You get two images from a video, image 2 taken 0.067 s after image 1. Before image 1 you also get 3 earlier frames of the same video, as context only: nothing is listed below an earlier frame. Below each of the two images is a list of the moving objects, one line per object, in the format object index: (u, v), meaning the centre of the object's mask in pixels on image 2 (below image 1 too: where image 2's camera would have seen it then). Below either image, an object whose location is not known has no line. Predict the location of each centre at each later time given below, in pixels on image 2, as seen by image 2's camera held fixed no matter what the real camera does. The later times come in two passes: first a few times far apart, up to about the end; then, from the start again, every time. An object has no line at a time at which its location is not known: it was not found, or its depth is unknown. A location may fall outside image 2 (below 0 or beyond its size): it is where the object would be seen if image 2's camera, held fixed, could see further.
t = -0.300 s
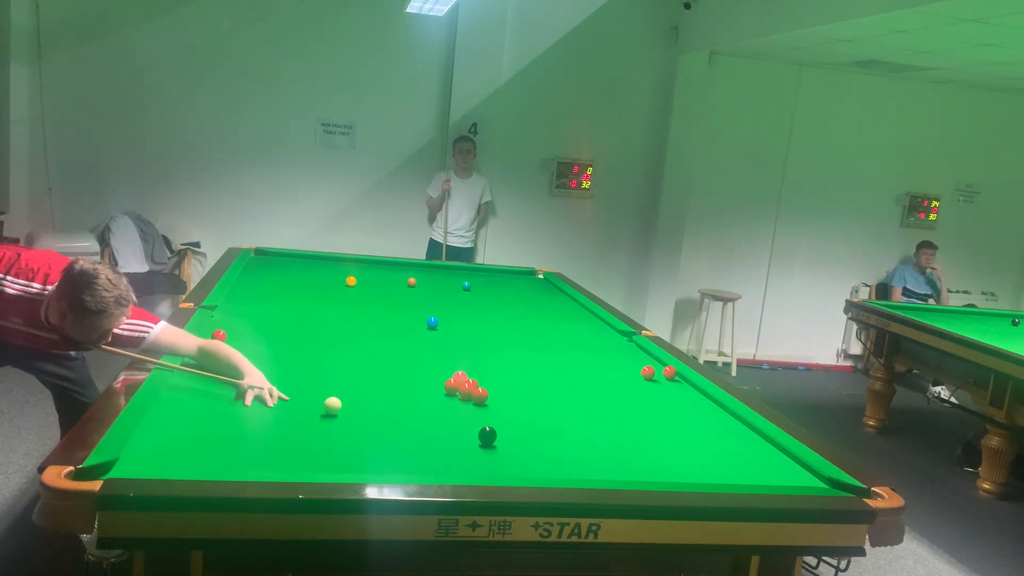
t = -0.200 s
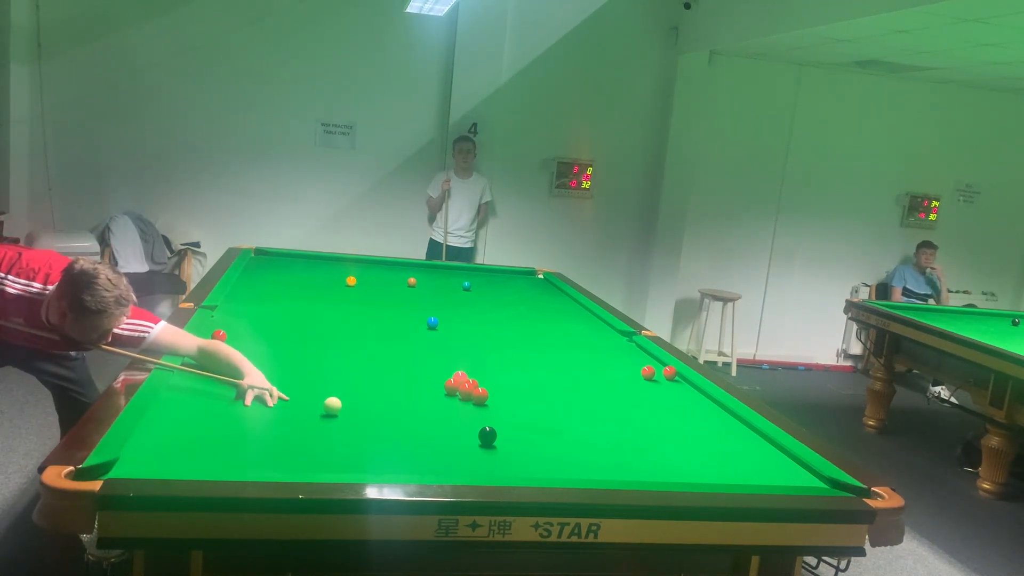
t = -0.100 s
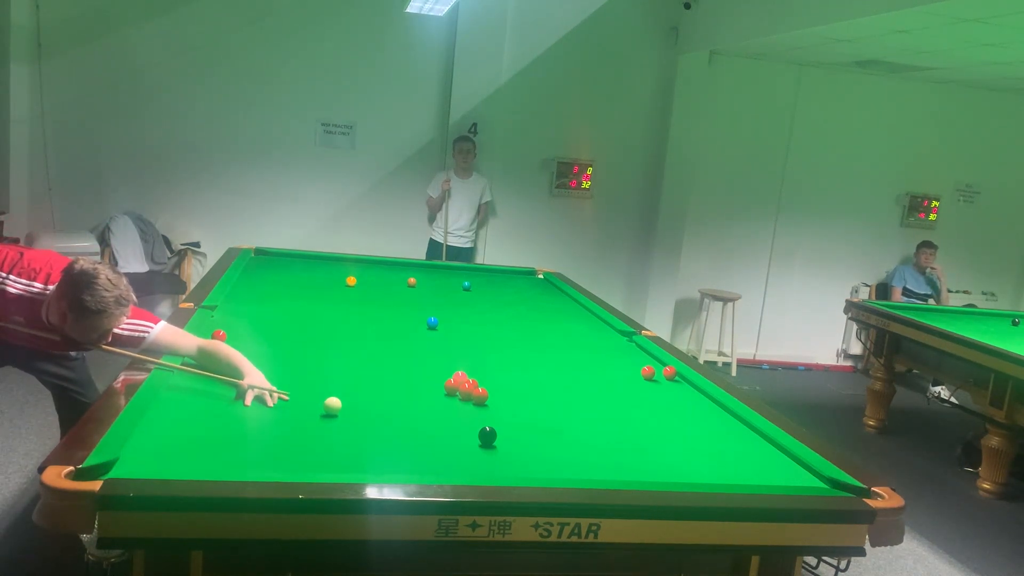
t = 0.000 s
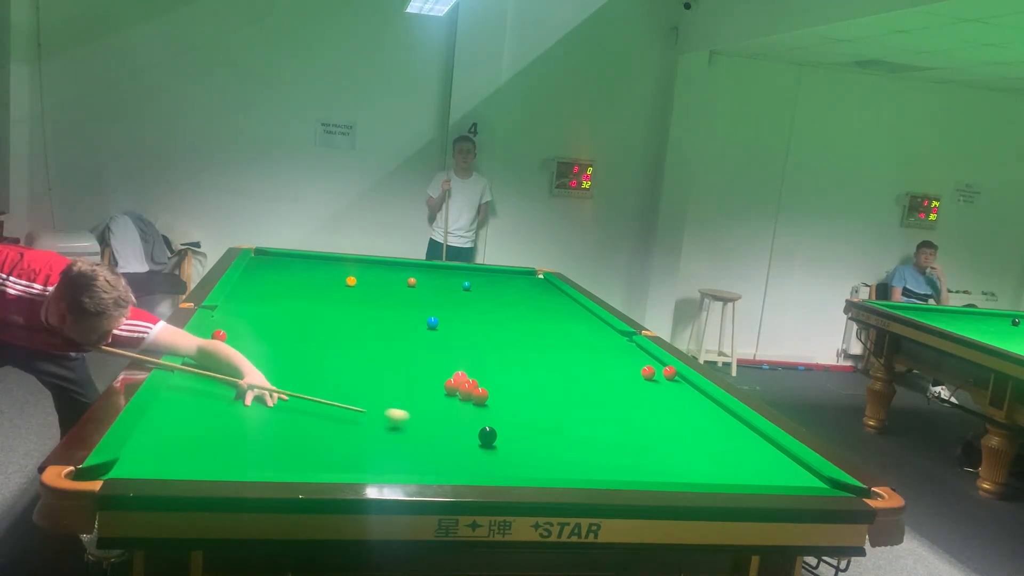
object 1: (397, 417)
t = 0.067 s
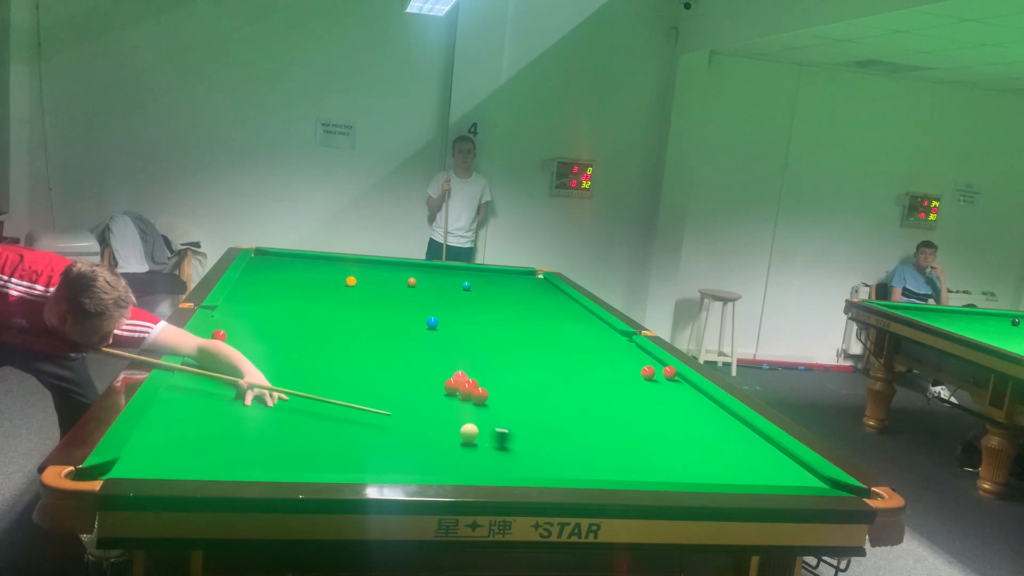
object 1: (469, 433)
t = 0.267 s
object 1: (483, 451)
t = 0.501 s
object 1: (529, 472)
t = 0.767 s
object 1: (543, 462)
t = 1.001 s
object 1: (553, 451)
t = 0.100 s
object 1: (469, 436)
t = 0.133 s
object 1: (471, 439)
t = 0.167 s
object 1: (472, 442)
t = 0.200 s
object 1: (475, 445)
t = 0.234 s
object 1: (479, 448)
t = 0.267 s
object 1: (483, 451)
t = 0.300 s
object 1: (488, 454)
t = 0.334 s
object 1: (494, 458)
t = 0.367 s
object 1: (501, 461)
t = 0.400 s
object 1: (508, 465)
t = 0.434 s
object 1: (515, 467)
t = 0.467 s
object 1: (523, 470)
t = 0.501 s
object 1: (529, 472)
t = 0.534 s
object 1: (533, 472)
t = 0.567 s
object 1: (534, 471)
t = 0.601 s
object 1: (535, 469)
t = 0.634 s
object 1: (537, 468)
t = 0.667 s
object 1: (538, 467)
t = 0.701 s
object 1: (540, 466)
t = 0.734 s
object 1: (541, 464)
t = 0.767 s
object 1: (543, 462)
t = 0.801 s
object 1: (544, 460)
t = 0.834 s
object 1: (546, 459)
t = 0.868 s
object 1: (548, 457)
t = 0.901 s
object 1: (549, 456)
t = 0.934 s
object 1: (550, 454)
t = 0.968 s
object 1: (552, 452)
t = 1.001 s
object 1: (553, 451)
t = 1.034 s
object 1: (554, 450)
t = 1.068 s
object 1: (556, 448)
